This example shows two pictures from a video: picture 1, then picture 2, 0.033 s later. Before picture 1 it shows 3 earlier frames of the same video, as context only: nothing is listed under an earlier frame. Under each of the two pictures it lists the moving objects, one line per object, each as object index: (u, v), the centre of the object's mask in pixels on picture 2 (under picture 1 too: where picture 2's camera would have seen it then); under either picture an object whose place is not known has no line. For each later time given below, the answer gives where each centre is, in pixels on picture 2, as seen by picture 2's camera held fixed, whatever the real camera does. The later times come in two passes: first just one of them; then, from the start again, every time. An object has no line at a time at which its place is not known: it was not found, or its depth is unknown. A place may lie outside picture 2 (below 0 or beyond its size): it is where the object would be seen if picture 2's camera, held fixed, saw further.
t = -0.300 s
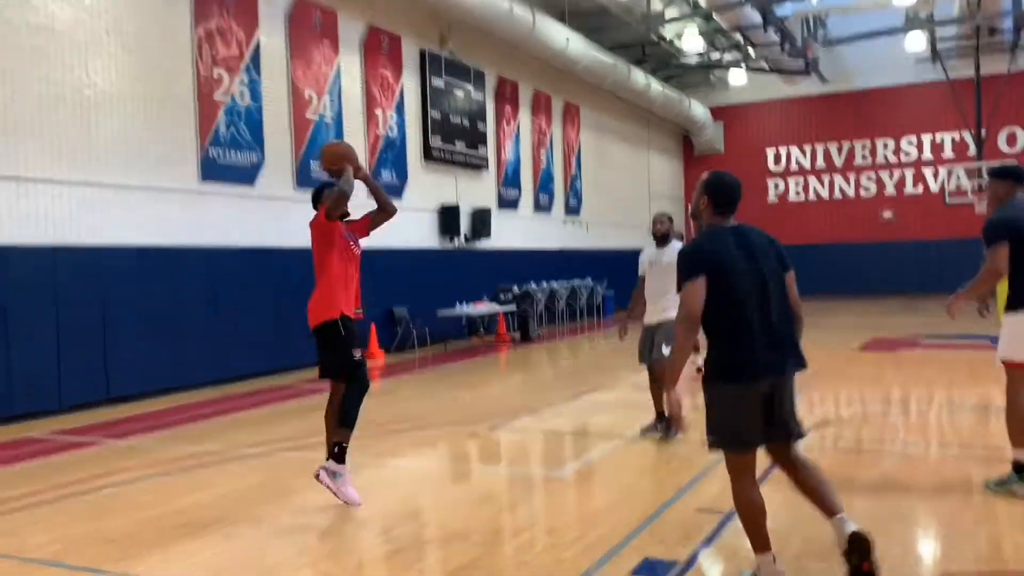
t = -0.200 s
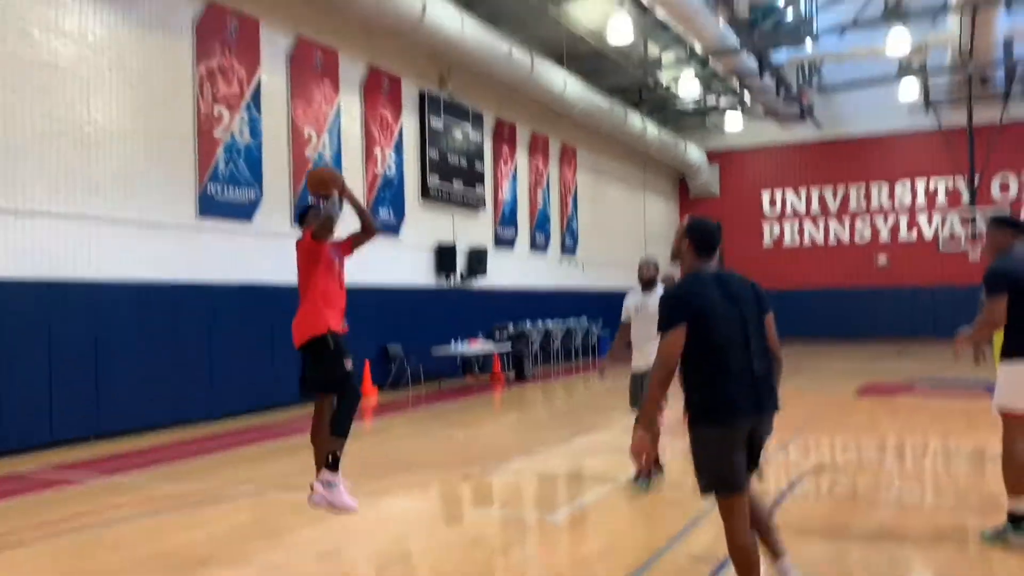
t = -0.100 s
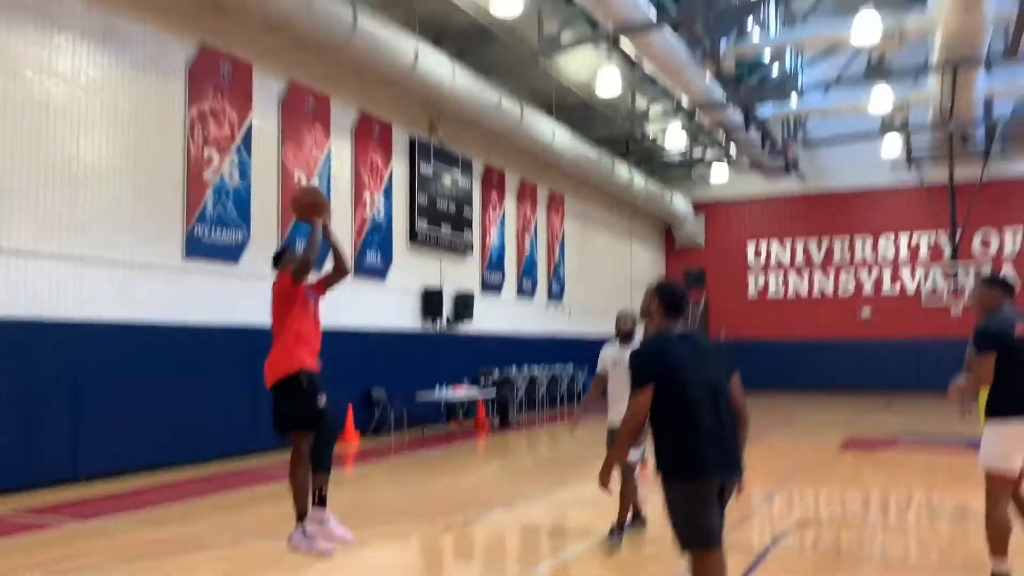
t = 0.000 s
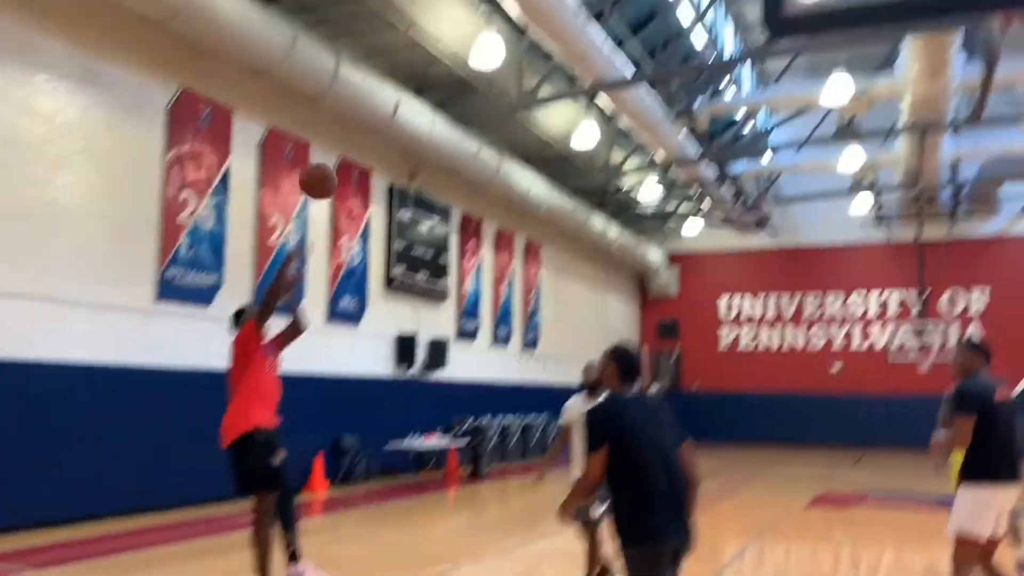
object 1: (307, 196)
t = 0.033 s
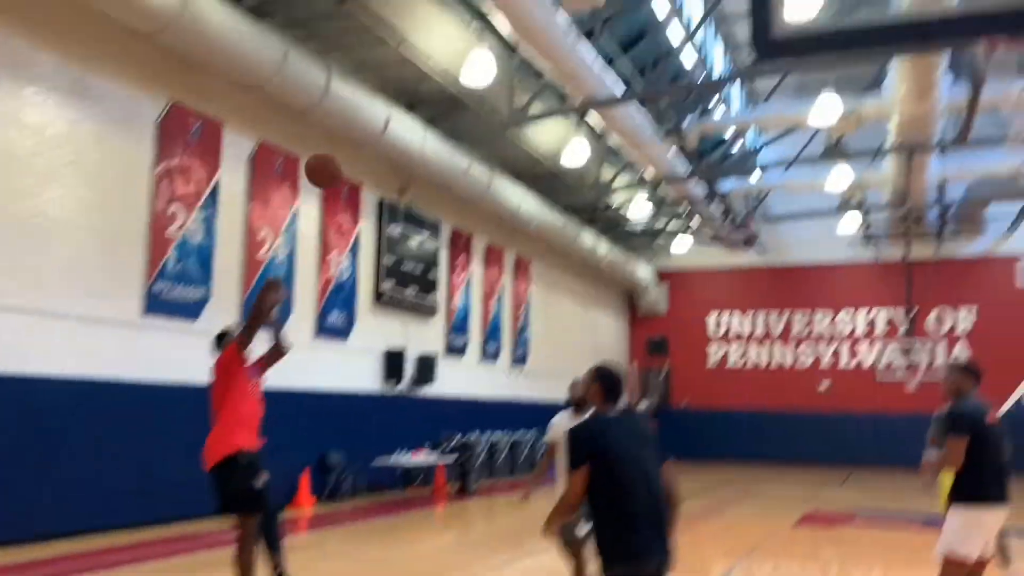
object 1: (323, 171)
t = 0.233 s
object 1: (432, 37)
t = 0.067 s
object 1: (340, 146)
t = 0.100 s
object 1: (358, 122)
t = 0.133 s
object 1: (377, 99)
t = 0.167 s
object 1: (394, 79)
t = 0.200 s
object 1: (413, 56)
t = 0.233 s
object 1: (432, 37)
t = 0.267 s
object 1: (451, 18)
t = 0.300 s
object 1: (471, 2)
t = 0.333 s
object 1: (491, -15)
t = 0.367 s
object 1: (512, -29)
